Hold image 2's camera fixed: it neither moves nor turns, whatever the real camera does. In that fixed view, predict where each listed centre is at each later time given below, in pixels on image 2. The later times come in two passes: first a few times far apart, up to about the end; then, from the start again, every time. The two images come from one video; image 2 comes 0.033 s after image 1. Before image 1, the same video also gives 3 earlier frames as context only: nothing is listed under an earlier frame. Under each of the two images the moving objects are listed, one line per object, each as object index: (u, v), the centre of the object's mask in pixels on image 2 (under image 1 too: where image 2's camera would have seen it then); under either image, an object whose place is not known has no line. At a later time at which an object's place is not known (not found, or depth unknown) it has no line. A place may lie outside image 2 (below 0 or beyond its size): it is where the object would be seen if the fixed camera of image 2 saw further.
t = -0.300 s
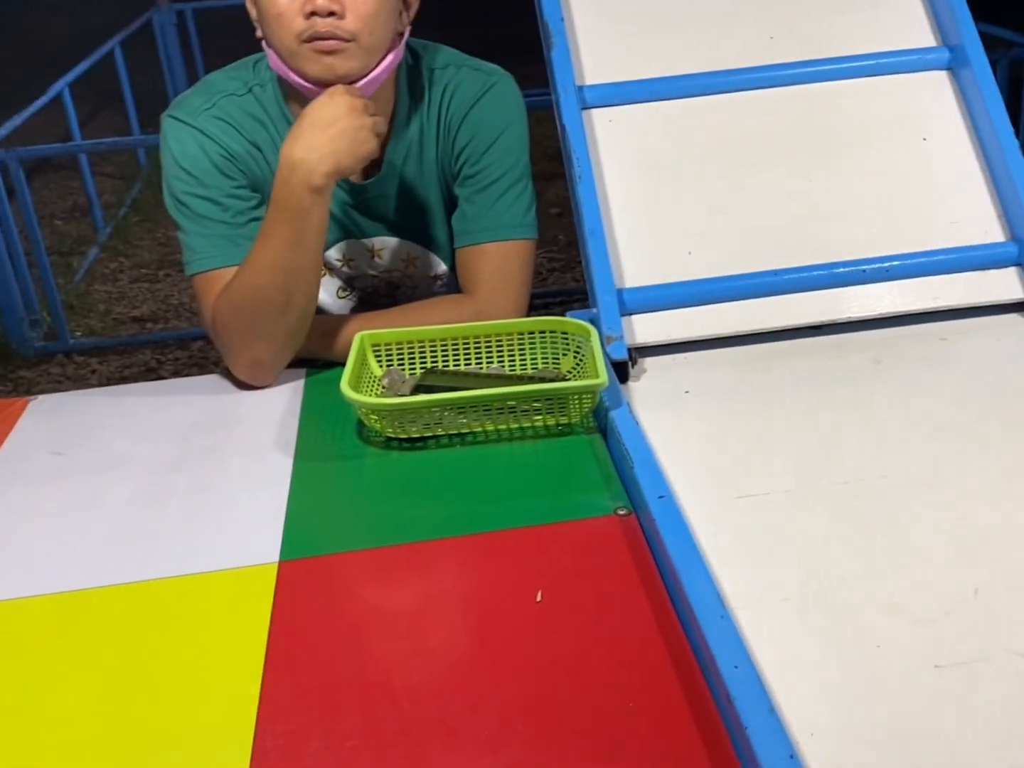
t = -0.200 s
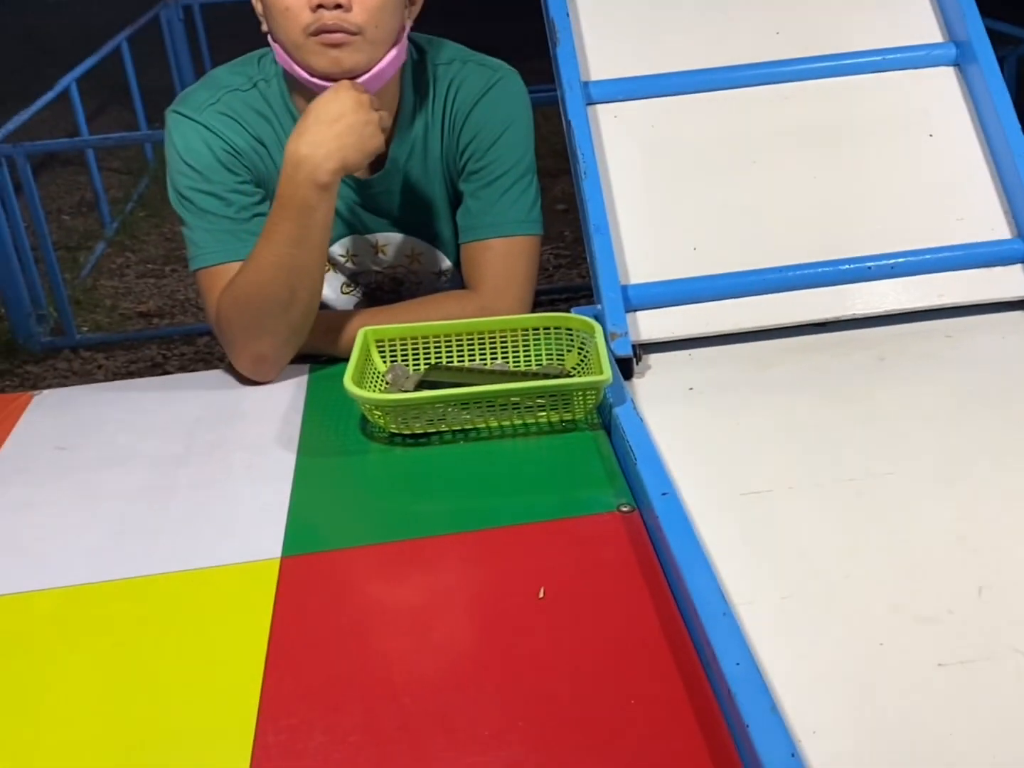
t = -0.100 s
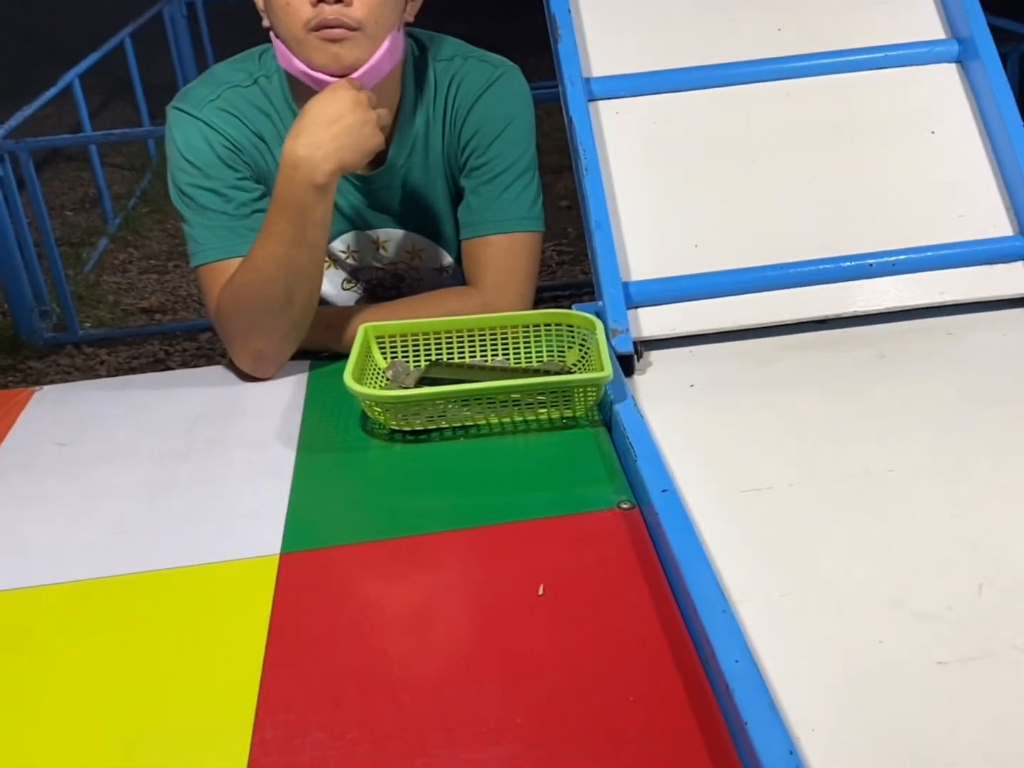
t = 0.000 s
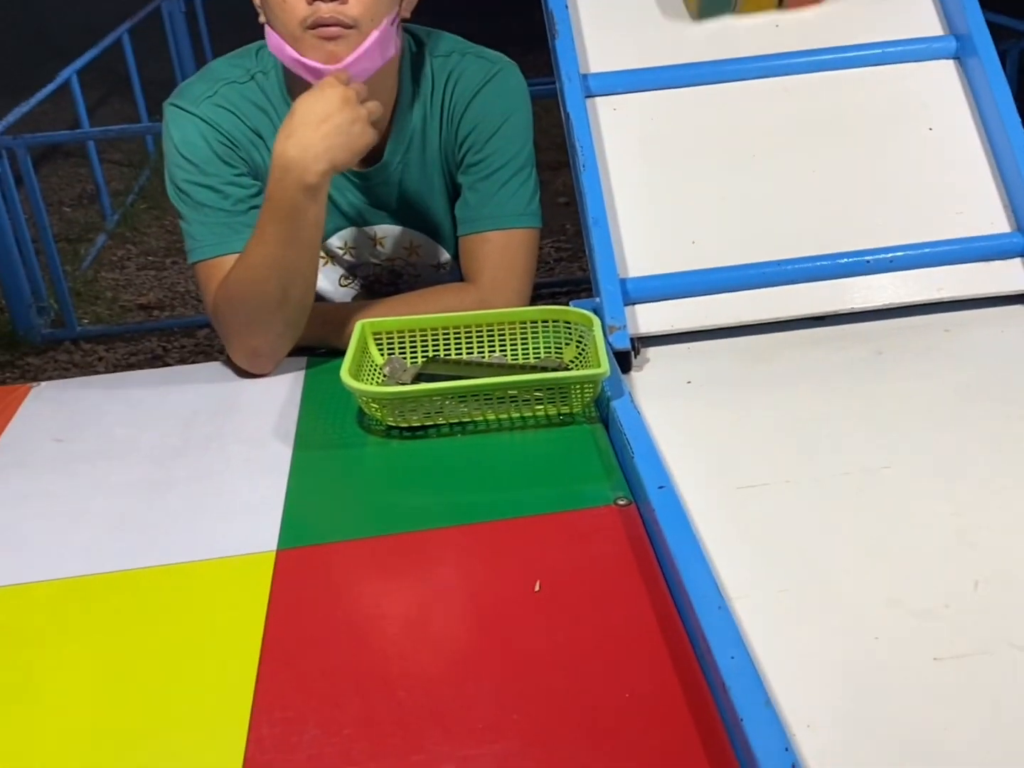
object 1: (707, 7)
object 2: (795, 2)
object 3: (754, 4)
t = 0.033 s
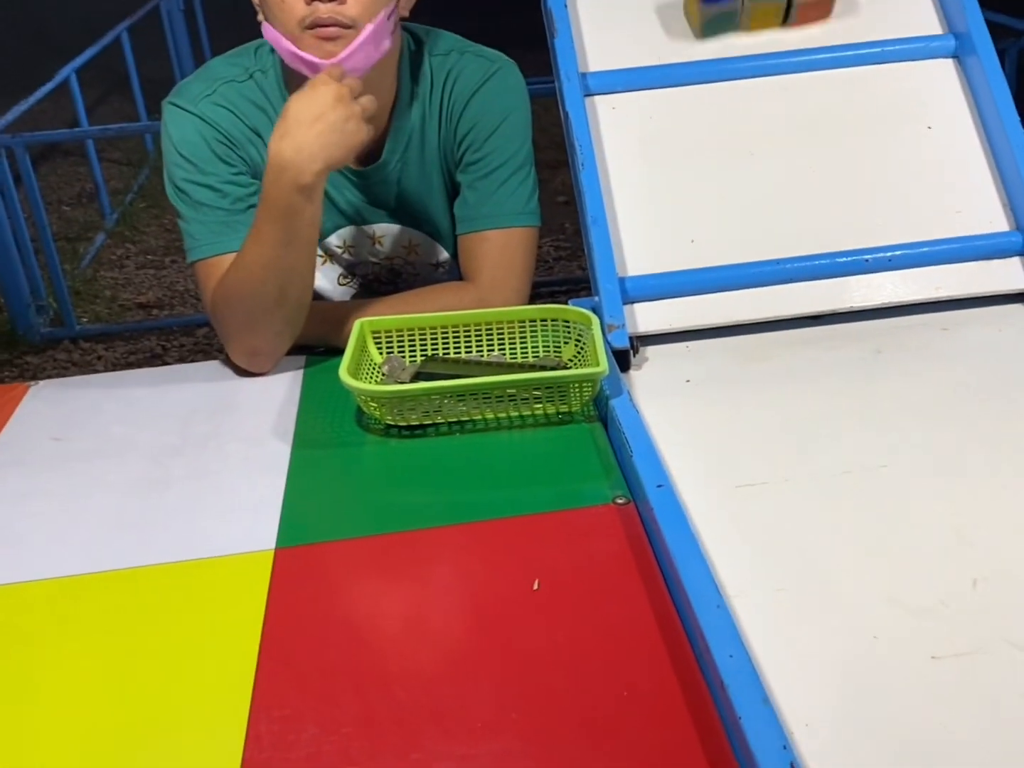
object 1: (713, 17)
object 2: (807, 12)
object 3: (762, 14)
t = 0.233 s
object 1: (742, 96)
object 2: (877, 71)
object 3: (809, 84)
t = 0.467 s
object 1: (787, 293)
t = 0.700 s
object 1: (807, 389)
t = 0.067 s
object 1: (718, 28)
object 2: (816, 22)
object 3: (768, 25)
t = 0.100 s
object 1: (726, 28)
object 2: (825, 21)
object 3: (776, 22)
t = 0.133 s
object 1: (729, 34)
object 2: (837, 26)
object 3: (784, 29)
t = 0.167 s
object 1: (733, 46)
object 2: (850, 30)
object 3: (793, 35)
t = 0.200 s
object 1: (738, 67)
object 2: (862, 46)
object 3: (801, 54)
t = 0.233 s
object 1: (742, 96)
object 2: (877, 71)
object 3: (809, 84)
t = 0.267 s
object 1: (747, 120)
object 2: (888, 99)
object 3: (816, 111)
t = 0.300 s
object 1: (751, 147)
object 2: (901, 123)
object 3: (824, 136)
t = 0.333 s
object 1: (756, 178)
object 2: (911, 155)
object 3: (831, 166)
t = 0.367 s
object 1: (762, 219)
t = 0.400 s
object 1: (769, 246)
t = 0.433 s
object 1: (778, 265)
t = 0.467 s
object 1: (787, 293)
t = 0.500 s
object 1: (793, 327)
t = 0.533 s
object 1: (799, 338)
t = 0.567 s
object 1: (802, 348)
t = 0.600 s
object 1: (805, 359)
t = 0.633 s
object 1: (806, 372)
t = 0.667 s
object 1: (807, 384)
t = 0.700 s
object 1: (807, 389)
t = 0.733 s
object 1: (808, 405)
